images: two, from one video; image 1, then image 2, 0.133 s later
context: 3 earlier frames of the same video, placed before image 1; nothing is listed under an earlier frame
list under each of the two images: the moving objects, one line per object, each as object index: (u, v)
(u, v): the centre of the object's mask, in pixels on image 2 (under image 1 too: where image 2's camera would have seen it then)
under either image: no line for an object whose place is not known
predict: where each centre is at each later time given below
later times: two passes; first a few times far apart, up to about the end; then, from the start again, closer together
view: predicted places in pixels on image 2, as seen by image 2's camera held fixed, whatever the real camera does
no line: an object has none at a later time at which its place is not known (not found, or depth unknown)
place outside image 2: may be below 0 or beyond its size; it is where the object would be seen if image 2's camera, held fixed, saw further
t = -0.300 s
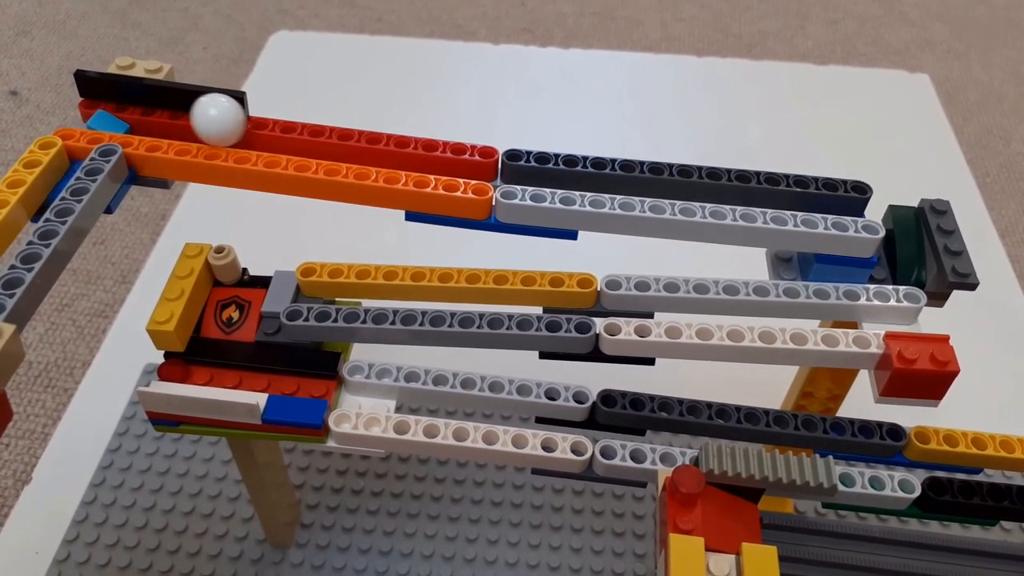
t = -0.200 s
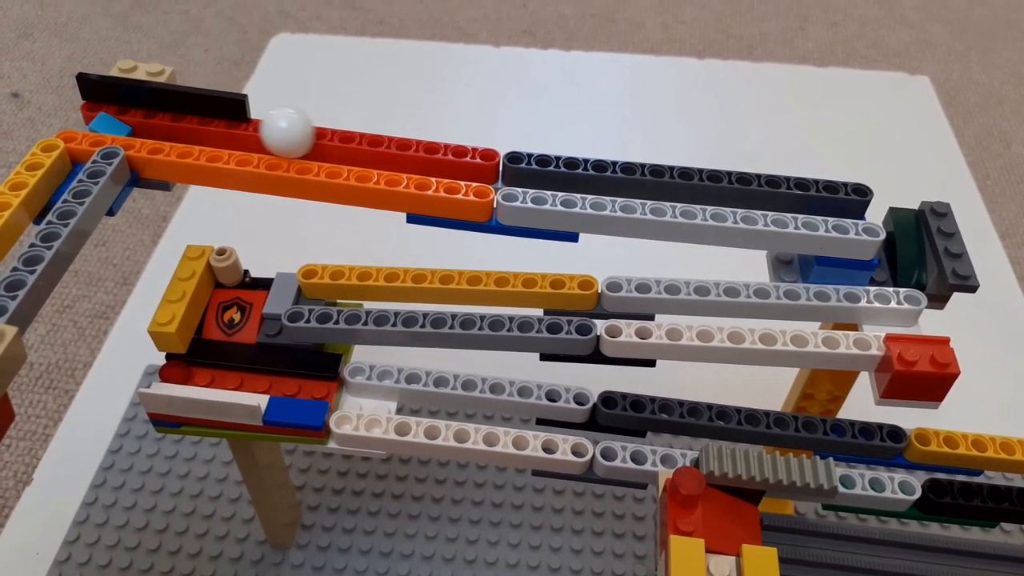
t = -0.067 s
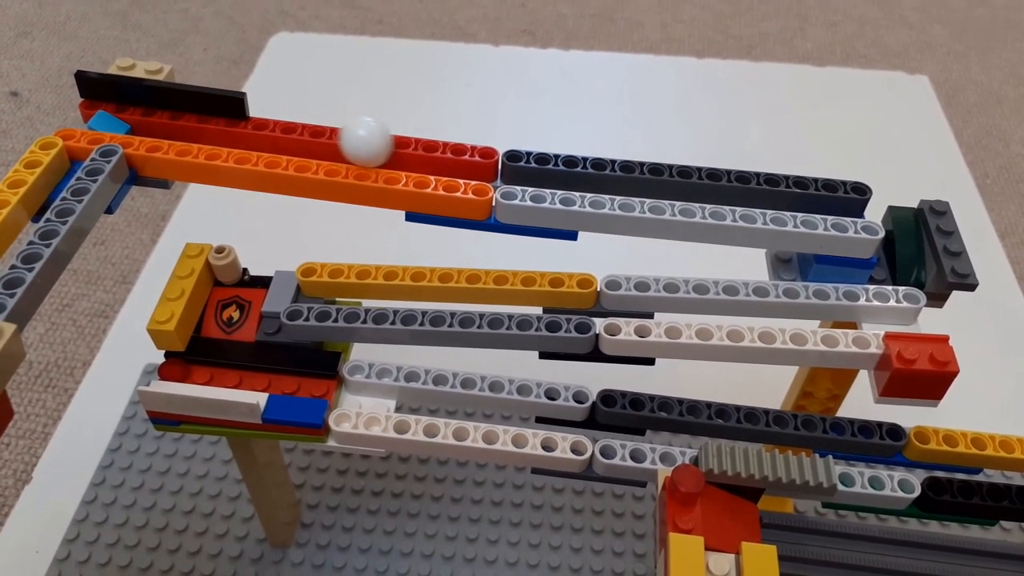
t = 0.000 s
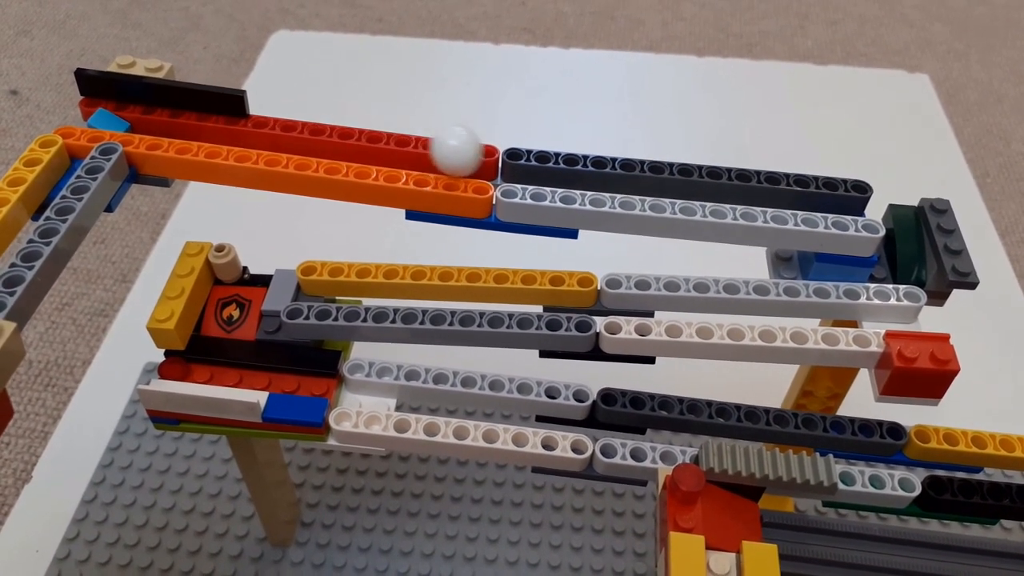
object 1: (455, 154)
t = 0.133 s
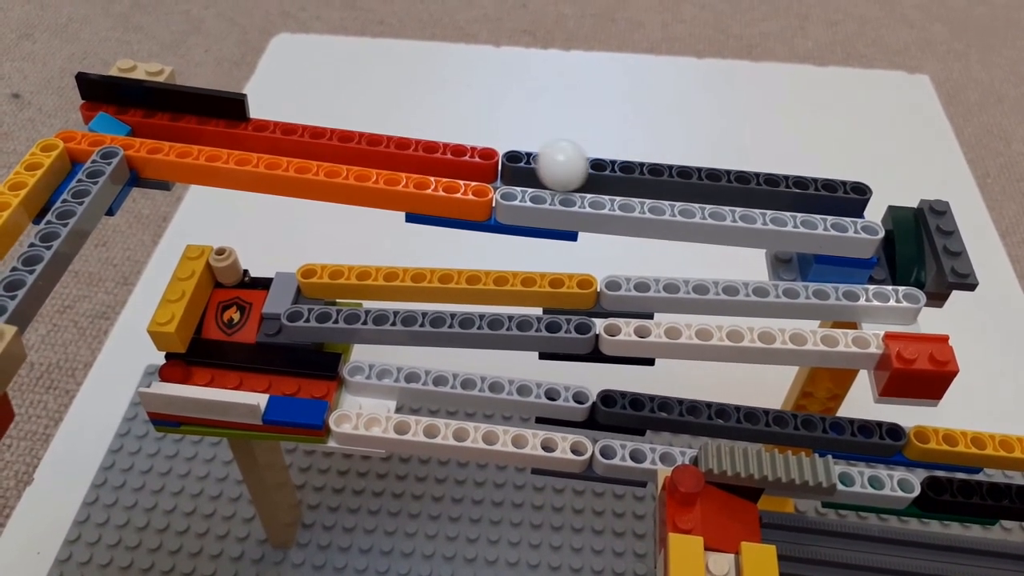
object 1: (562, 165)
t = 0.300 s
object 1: (698, 179)
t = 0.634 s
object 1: (905, 270)
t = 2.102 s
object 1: (232, 366)
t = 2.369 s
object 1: (312, 374)
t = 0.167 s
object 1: (587, 168)
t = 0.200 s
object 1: (614, 171)
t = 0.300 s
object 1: (698, 179)
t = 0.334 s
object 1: (727, 182)
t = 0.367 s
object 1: (757, 185)
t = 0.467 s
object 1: (848, 191)
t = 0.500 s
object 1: (880, 197)
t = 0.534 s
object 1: (905, 219)
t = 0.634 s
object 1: (905, 270)
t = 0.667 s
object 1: (910, 295)
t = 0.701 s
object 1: (911, 307)
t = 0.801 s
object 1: (895, 305)
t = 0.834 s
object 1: (888, 305)
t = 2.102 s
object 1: (232, 366)
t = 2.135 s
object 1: (239, 367)
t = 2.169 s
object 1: (246, 367)
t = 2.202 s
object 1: (254, 368)
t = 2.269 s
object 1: (274, 370)
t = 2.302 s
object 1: (285, 372)
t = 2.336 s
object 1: (299, 373)
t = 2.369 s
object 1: (312, 374)
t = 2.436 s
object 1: (342, 380)
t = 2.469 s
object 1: (362, 386)
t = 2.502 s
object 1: (381, 389)
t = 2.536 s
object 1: (401, 390)
